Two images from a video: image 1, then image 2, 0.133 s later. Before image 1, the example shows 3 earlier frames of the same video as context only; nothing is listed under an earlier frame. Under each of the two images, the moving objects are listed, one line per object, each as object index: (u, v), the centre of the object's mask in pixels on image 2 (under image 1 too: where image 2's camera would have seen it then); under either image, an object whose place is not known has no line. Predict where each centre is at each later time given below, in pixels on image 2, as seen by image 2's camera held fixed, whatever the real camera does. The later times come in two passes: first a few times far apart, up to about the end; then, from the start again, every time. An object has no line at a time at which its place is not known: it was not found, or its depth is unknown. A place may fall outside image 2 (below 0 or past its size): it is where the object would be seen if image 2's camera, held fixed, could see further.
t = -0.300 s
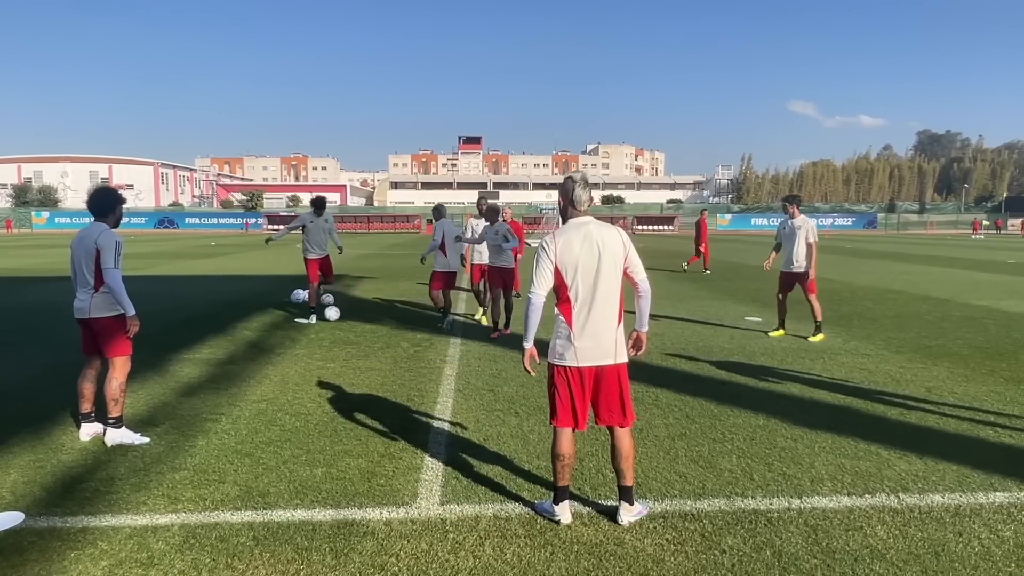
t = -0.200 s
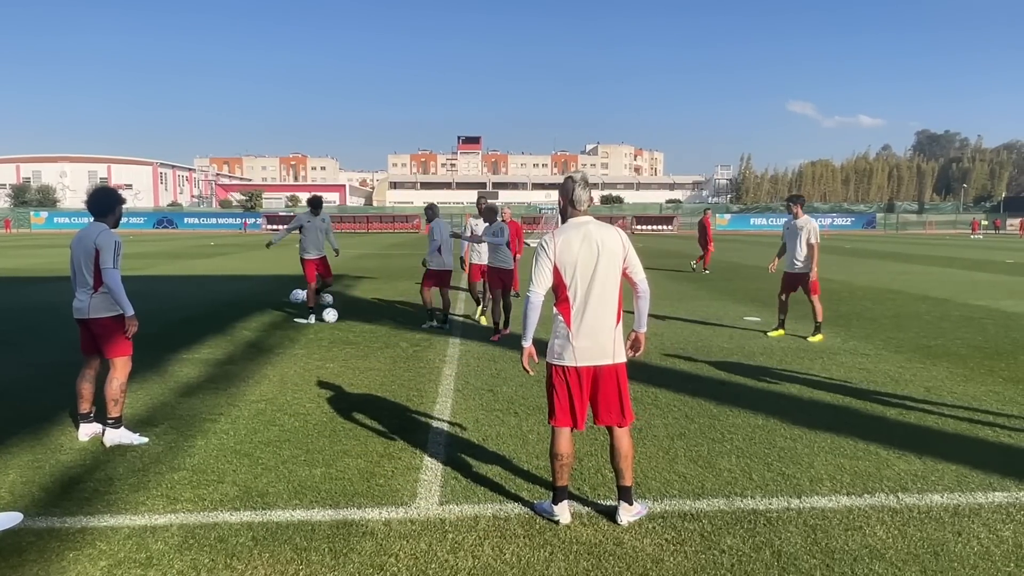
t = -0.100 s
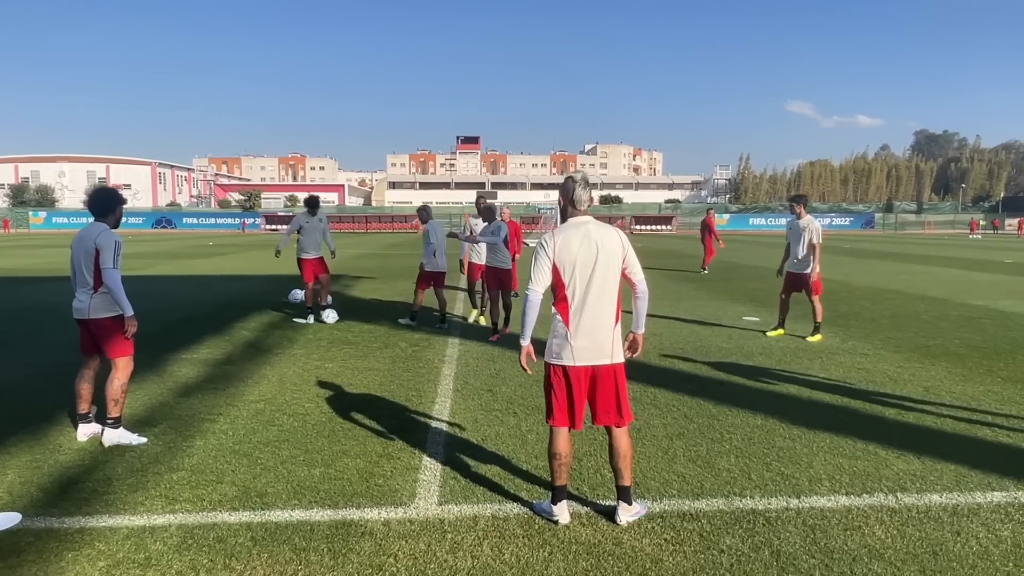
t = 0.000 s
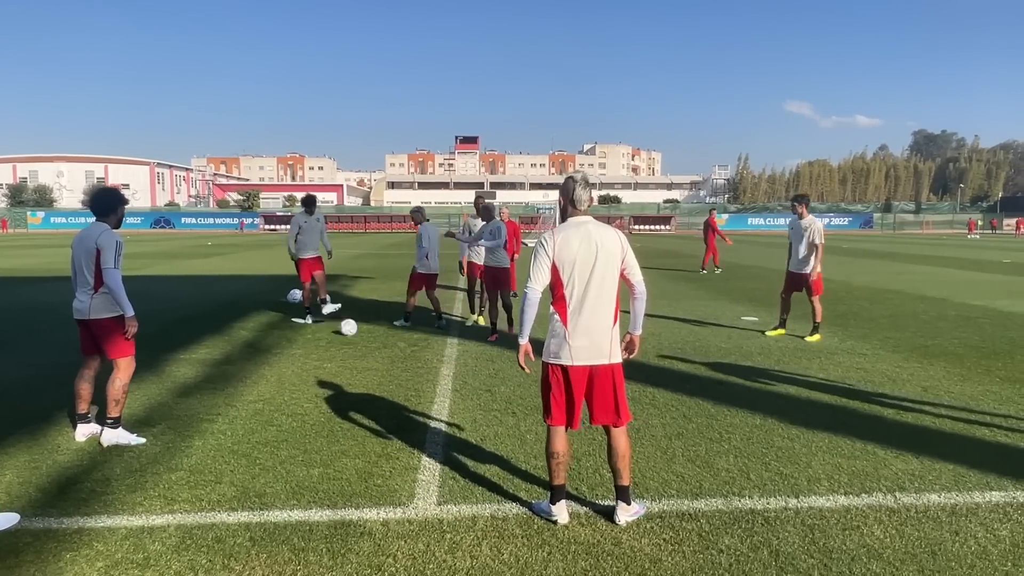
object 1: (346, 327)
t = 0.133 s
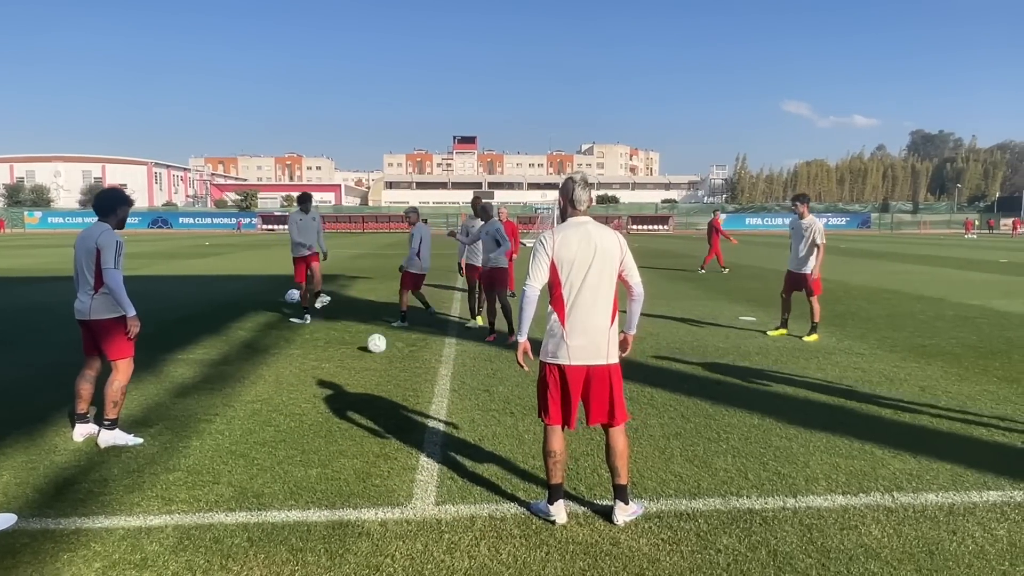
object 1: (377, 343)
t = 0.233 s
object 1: (401, 355)
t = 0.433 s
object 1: (464, 391)
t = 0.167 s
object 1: (385, 348)
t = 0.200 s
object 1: (393, 351)
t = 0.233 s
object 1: (401, 355)
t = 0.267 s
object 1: (411, 360)
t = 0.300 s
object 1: (421, 367)
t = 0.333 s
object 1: (431, 372)
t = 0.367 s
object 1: (442, 377)
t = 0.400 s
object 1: (452, 383)
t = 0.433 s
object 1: (464, 391)
